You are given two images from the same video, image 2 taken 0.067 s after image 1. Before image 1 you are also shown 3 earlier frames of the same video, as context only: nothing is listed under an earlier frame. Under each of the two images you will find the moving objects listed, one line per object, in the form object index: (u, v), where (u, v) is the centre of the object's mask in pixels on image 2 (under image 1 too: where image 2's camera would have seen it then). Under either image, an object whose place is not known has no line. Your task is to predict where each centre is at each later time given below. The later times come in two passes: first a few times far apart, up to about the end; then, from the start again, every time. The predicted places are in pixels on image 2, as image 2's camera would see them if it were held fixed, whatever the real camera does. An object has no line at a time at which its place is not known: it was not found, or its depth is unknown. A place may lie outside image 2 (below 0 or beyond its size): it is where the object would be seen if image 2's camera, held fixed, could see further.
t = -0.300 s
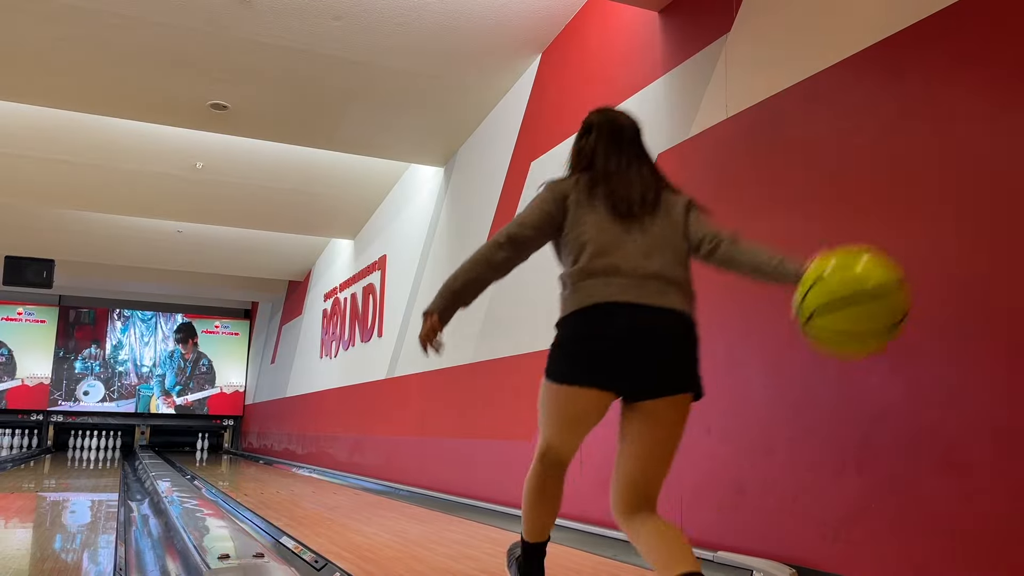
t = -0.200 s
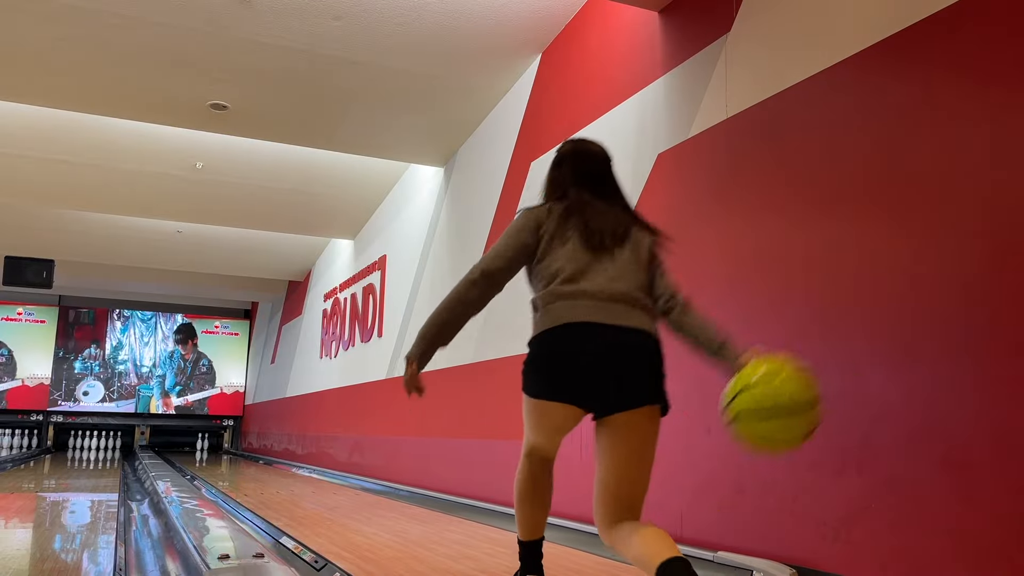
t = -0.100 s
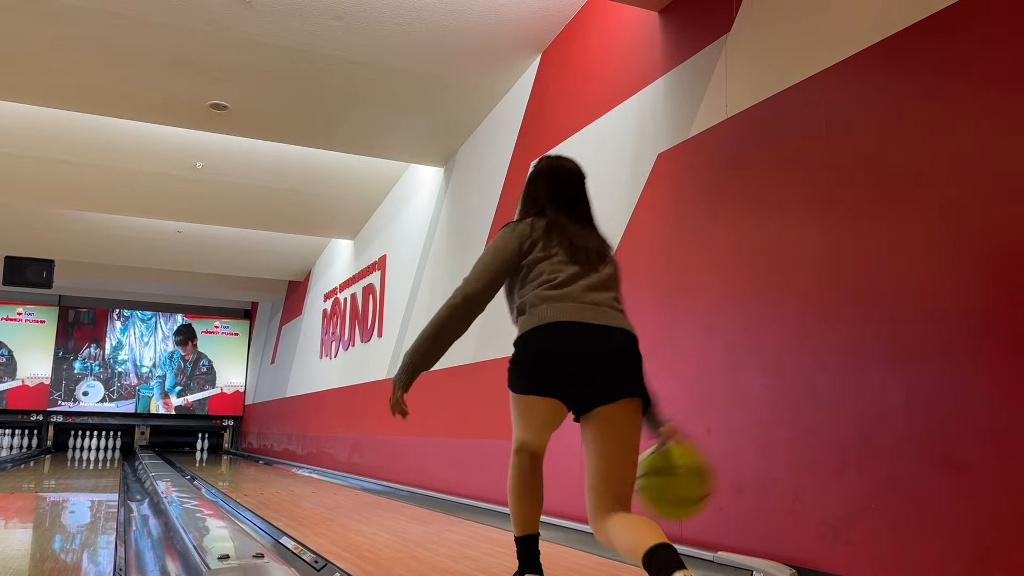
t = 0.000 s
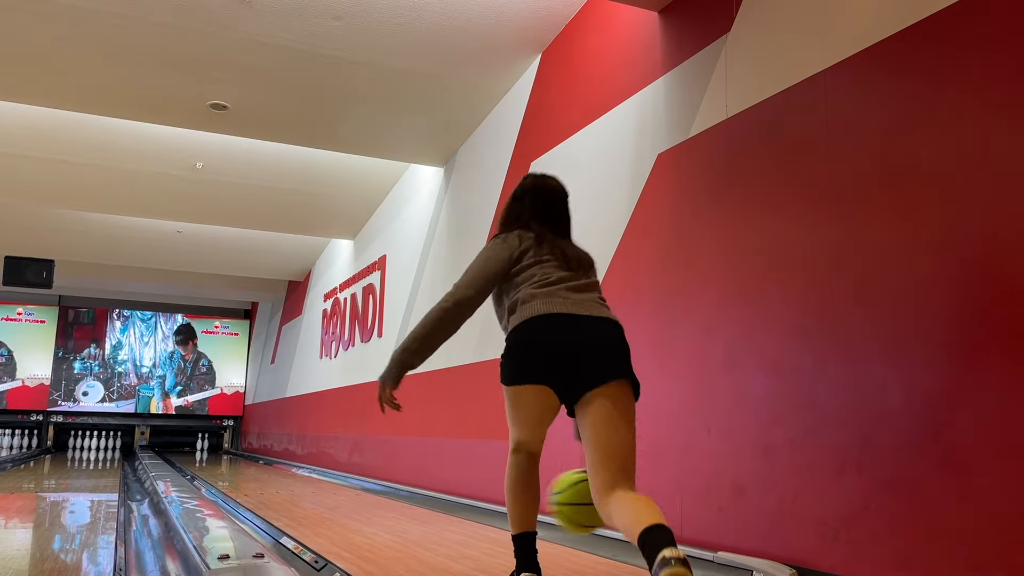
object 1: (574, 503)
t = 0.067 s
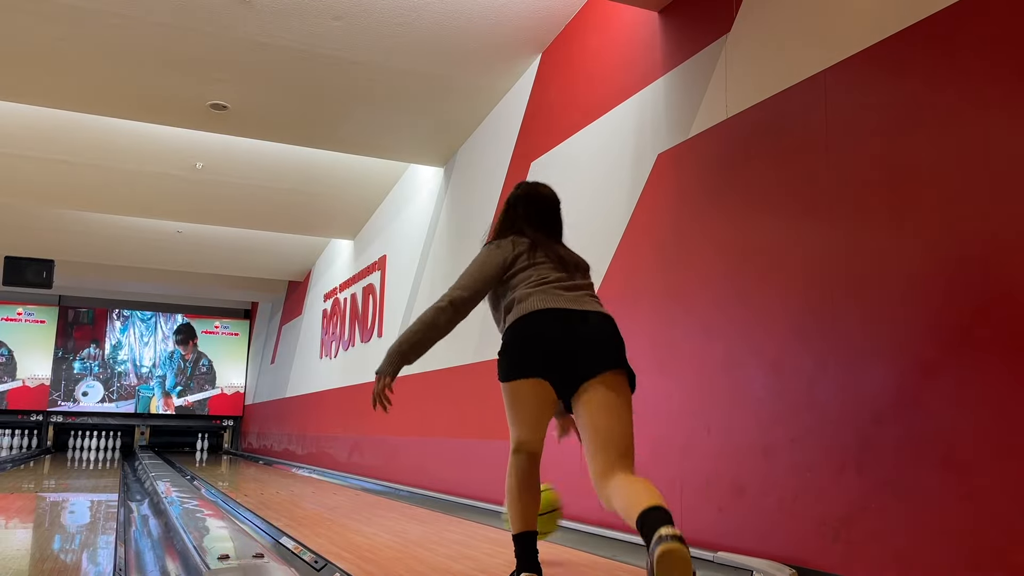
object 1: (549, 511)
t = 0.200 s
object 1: (465, 502)
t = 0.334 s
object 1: (417, 500)
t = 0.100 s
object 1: (499, 522)
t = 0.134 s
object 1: (491, 518)
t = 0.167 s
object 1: (479, 508)
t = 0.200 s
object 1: (465, 502)
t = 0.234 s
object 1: (452, 498)
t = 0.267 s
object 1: (440, 497)
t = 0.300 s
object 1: (428, 499)
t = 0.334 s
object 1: (417, 500)
